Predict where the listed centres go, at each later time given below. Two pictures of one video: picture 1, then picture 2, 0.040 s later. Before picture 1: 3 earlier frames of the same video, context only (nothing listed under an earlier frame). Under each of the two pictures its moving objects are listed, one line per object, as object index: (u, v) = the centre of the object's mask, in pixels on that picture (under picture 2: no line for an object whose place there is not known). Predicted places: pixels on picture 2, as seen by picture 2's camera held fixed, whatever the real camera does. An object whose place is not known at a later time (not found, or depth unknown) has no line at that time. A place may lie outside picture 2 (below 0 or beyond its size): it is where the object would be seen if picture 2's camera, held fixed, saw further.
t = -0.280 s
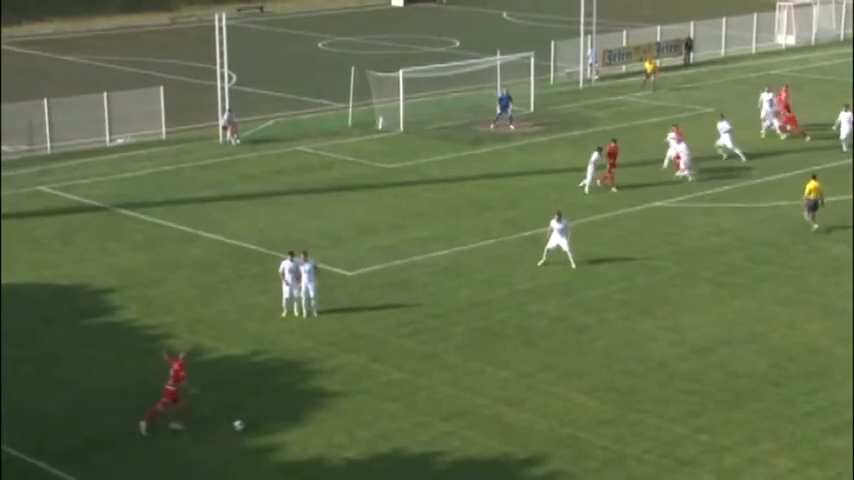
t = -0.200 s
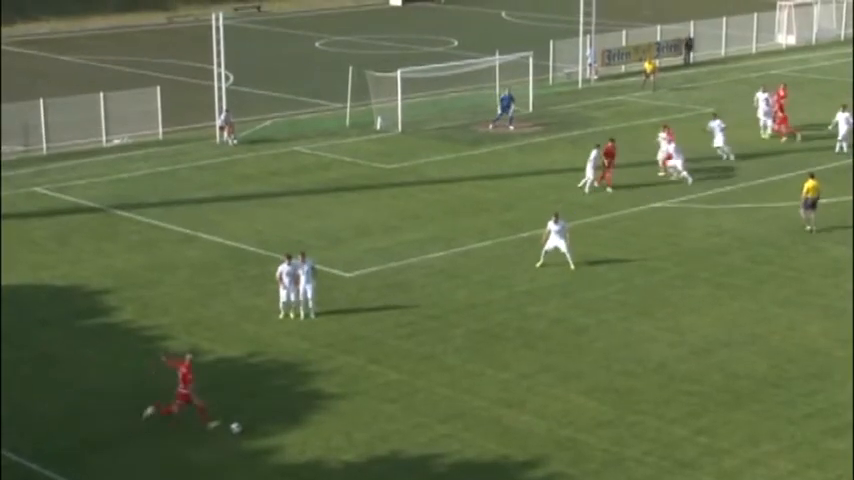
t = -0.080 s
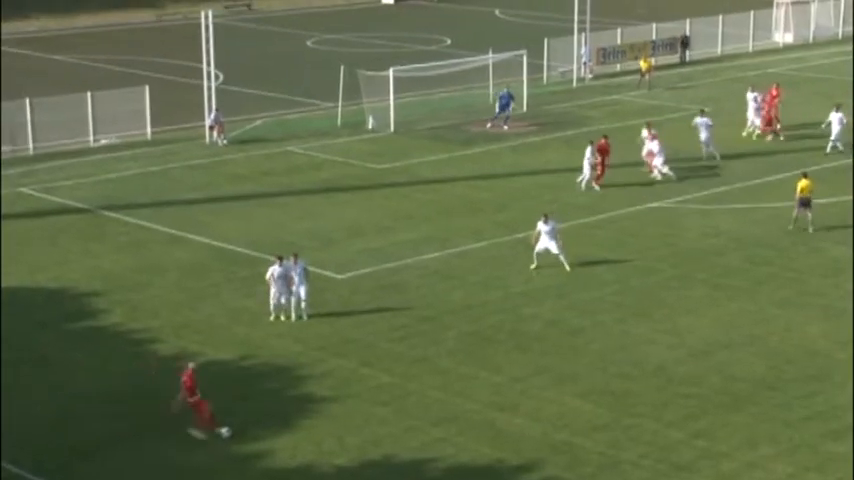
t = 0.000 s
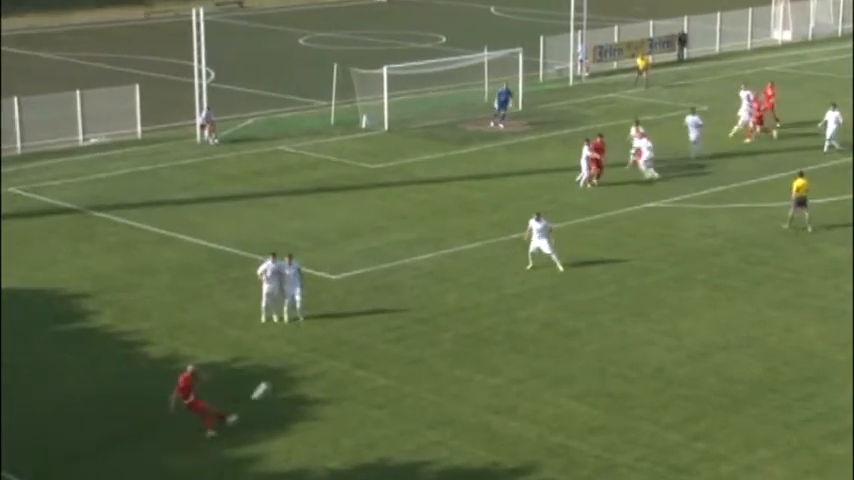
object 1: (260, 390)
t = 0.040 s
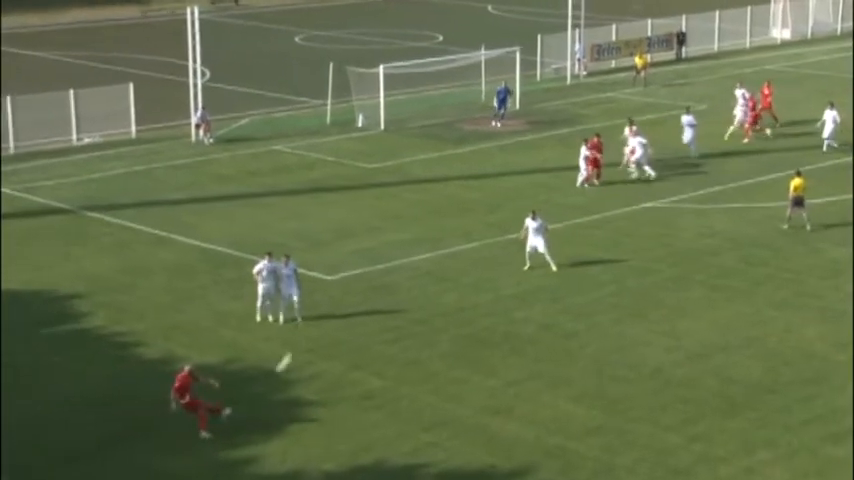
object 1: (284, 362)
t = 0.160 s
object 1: (363, 282)
